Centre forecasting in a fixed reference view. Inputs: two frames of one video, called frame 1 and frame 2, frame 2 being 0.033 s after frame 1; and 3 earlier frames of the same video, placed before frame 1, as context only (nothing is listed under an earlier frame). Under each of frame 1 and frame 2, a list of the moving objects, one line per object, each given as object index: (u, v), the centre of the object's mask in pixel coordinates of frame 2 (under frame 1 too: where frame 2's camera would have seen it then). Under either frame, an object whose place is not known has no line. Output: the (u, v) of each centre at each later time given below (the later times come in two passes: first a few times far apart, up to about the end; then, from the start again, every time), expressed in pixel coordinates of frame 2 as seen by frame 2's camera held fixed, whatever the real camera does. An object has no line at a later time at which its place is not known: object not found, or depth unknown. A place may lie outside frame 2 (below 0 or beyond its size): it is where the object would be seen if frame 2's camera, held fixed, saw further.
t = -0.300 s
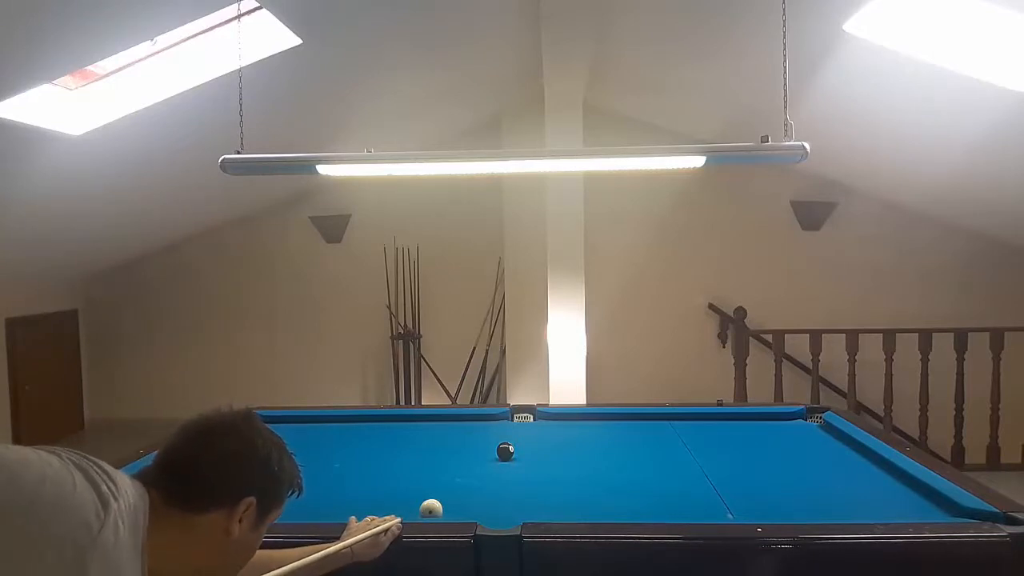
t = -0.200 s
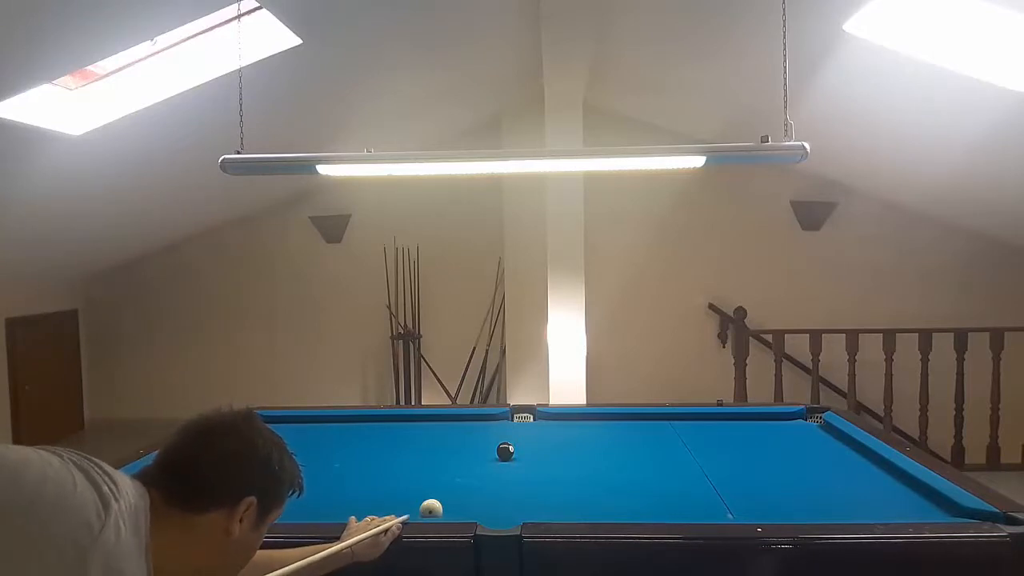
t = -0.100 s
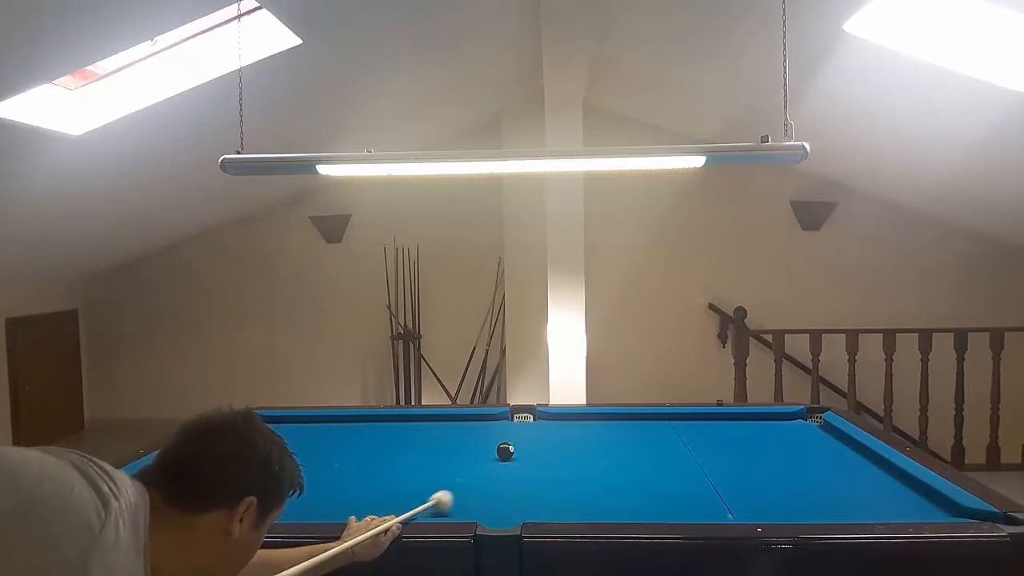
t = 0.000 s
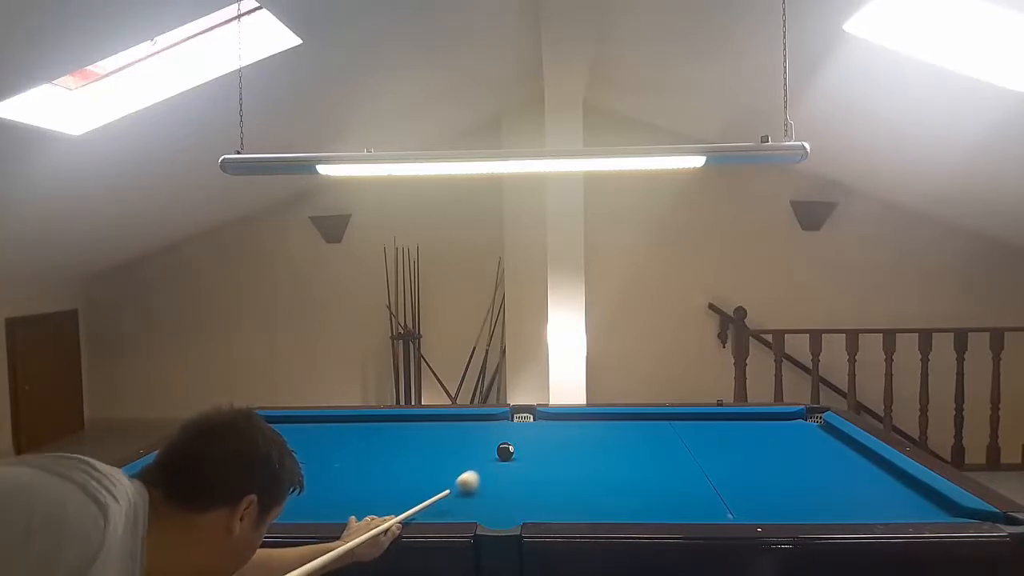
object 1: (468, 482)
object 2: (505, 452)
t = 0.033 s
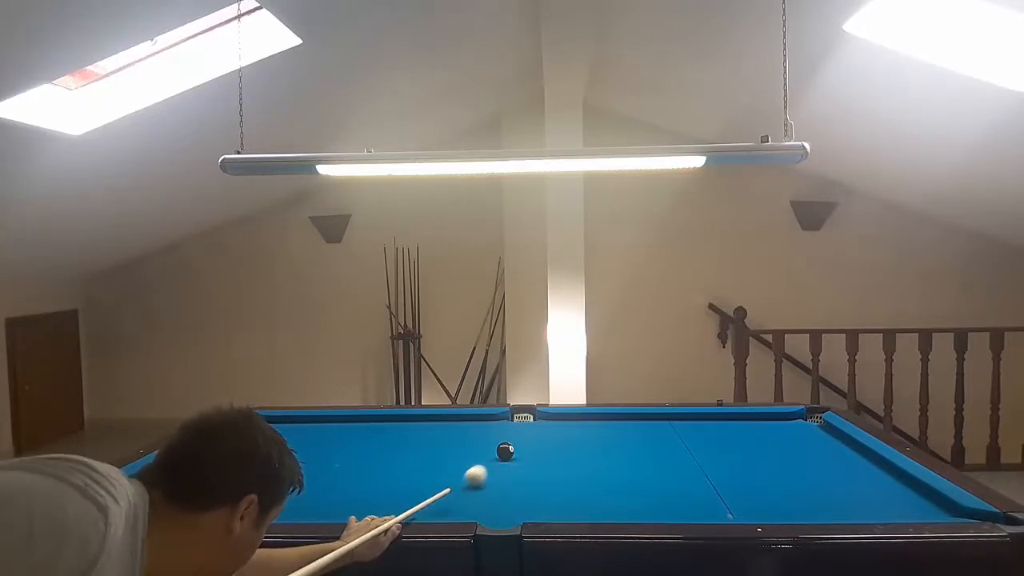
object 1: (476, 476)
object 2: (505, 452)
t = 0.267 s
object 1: (516, 455)
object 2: (511, 438)
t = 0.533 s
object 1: (548, 446)
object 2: (522, 419)
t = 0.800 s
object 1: (577, 438)
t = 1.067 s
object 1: (603, 431)
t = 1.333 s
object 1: (625, 424)
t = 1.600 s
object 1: (646, 419)
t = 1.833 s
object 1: (661, 416)
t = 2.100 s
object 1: (675, 419)
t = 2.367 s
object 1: (688, 421)
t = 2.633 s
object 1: (700, 423)
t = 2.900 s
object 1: (711, 425)
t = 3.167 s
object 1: (720, 426)
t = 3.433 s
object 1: (728, 428)
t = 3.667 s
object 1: (733, 428)
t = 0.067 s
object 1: (483, 471)
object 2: (505, 452)
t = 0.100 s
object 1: (490, 465)
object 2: (506, 451)
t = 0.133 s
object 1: (497, 460)
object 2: (508, 449)
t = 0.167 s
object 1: (503, 457)
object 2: (507, 446)
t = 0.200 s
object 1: (508, 457)
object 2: (508, 443)
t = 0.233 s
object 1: (511, 456)
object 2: (510, 440)
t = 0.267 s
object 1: (516, 455)
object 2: (511, 438)
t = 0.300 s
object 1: (520, 454)
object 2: (513, 436)
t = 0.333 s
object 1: (524, 453)
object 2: (515, 433)
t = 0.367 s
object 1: (528, 452)
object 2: (516, 430)
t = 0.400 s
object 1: (532, 451)
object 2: (517, 429)
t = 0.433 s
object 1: (537, 450)
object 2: (519, 426)
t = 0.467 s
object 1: (540, 448)
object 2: (520, 423)
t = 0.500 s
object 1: (545, 447)
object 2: (521, 422)
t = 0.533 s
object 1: (548, 446)
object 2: (522, 419)
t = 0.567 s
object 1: (552, 445)
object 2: (523, 417)
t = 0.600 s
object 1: (556, 444)
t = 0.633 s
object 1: (560, 443)
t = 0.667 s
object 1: (563, 442)
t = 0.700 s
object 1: (567, 441)
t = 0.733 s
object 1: (571, 440)
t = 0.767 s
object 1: (574, 439)
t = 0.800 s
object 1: (577, 438)
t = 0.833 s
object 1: (581, 437)
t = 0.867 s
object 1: (584, 436)
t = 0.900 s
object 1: (587, 435)
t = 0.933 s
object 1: (590, 434)
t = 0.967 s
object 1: (593, 433)
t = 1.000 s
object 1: (597, 432)
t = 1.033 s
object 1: (600, 431)
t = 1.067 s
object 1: (603, 431)
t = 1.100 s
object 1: (606, 430)
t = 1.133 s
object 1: (609, 429)
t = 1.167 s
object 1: (611, 428)
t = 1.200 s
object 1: (614, 427)
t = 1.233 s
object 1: (617, 427)
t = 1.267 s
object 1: (620, 426)
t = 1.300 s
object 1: (623, 425)
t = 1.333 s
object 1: (625, 424)
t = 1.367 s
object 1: (628, 423)
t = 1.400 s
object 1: (631, 423)
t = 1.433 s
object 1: (633, 422)
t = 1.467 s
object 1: (636, 421)
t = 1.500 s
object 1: (639, 421)
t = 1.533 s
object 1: (641, 420)
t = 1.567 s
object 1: (643, 419)
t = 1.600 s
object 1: (646, 419)
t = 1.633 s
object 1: (648, 418)
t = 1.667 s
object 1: (650, 417)
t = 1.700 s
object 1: (653, 417)
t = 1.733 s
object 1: (655, 416)
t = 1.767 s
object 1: (657, 416)
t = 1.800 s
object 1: (659, 416)
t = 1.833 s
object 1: (661, 416)
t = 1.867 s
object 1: (662, 417)
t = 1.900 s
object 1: (664, 417)
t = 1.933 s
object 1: (666, 417)
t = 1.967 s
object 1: (668, 418)
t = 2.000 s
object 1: (670, 418)
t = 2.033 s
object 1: (671, 418)
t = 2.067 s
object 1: (673, 418)
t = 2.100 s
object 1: (675, 419)
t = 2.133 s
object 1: (677, 419)
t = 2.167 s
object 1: (678, 420)
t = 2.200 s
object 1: (680, 420)
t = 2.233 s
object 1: (682, 420)
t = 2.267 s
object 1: (683, 420)
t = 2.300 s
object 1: (685, 421)
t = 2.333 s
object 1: (687, 421)
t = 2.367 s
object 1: (688, 421)
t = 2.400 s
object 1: (690, 422)
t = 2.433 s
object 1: (691, 422)
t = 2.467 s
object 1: (693, 422)
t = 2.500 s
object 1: (695, 422)
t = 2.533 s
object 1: (696, 422)
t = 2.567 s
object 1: (697, 423)
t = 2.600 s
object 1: (699, 423)
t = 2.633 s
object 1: (700, 423)
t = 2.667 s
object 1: (702, 423)
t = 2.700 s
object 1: (703, 424)
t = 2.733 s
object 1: (704, 424)
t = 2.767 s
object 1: (706, 424)
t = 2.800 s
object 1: (707, 425)
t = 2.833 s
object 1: (708, 425)
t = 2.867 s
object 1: (710, 425)
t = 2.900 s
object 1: (711, 425)
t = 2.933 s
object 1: (712, 425)
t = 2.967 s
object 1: (714, 425)
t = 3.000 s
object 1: (715, 426)
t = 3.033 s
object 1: (716, 426)
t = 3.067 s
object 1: (717, 426)
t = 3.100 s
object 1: (718, 426)
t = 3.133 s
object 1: (719, 426)
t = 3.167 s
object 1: (720, 426)
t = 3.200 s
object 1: (721, 426)
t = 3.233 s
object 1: (722, 427)
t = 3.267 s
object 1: (723, 427)
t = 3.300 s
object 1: (724, 427)
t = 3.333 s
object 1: (725, 427)
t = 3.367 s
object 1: (726, 427)
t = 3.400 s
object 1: (727, 428)
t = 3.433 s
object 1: (728, 428)
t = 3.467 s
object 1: (728, 428)
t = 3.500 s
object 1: (729, 428)
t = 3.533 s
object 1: (730, 428)
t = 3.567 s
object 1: (731, 428)
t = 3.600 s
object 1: (732, 428)
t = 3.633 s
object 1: (732, 428)
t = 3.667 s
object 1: (733, 428)
